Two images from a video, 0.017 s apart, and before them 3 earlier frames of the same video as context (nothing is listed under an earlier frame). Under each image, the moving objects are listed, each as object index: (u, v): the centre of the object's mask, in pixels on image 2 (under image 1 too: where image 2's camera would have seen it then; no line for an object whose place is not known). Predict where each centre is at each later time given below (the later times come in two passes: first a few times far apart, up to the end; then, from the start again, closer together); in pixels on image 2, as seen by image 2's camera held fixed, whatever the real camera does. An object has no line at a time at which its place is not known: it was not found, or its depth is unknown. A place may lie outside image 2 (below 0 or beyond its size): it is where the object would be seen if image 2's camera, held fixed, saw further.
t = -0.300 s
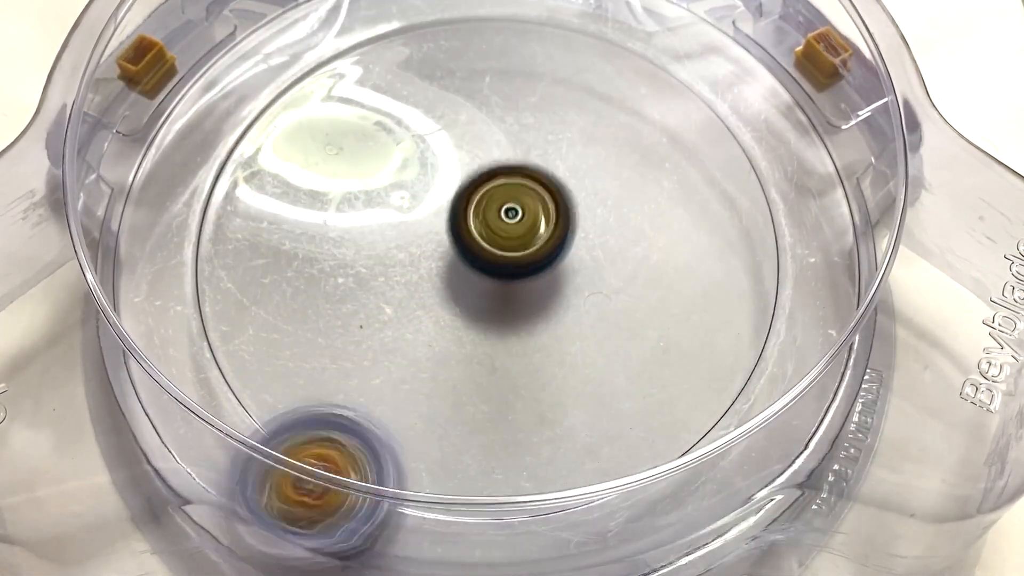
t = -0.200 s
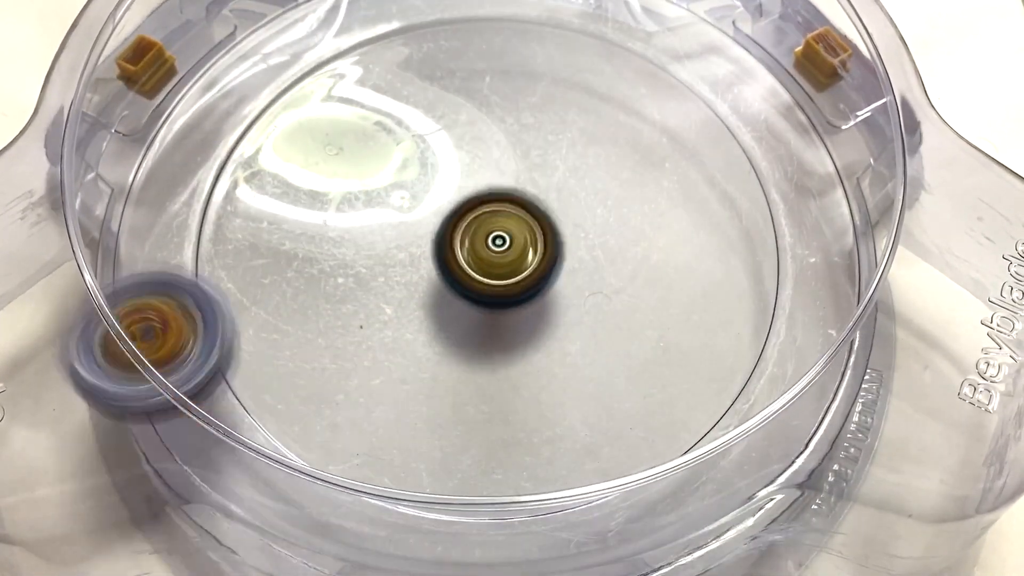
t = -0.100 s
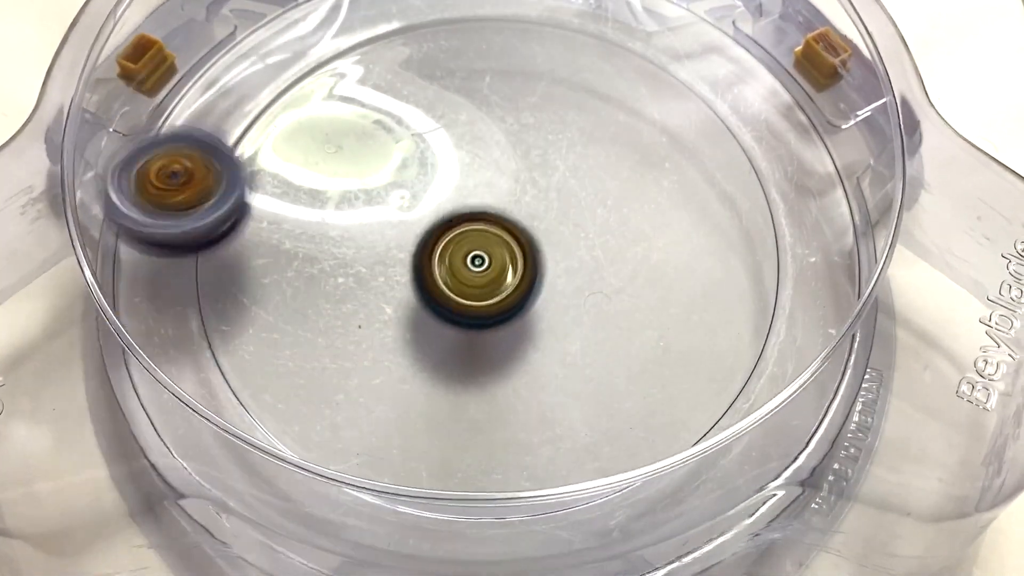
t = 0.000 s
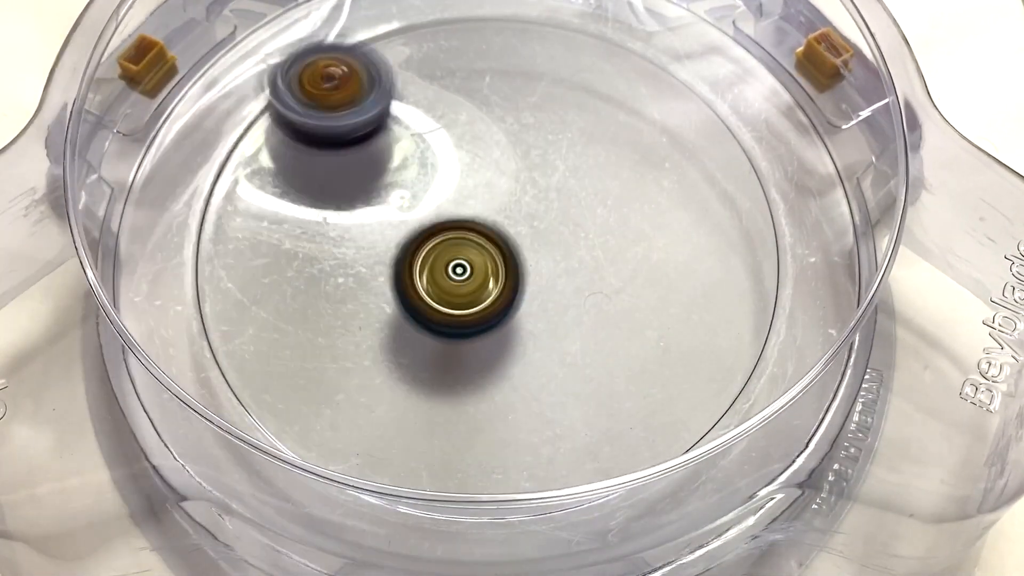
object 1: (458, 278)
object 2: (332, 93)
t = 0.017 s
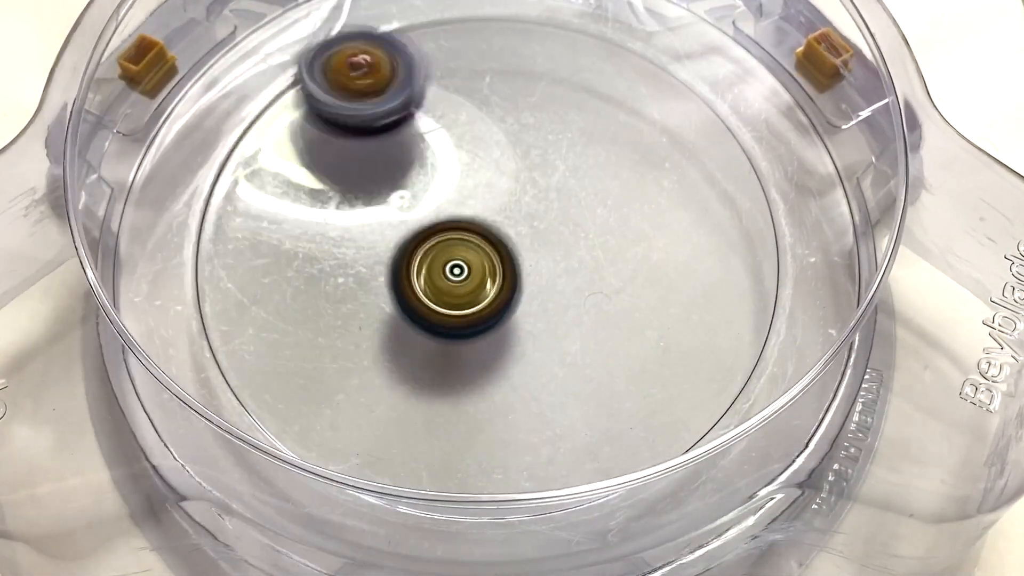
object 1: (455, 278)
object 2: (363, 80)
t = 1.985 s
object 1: (542, 239)
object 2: (778, 242)
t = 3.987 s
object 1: (466, 260)
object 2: (608, 284)
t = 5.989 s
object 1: (269, 199)
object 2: (507, 336)
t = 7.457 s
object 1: (571, 86)
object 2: (448, 203)
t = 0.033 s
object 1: (453, 279)
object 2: (390, 68)
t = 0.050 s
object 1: (450, 279)
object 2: (421, 62)
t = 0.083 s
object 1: (446, 278)
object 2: (478, 52)
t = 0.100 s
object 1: (445, 278)
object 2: (509, 49)
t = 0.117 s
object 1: (443, 277)
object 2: (538, 50)
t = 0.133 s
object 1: (442, 276)
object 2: (568, 51)
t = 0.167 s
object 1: (440, 275)
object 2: (626, 61)
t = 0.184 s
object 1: (439, 274)
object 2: (652, 68)
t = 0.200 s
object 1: (439, 273)
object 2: (681, 79)
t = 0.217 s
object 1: (439, 271)
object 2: (705, 89)
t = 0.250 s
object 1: (440, 270)
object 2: (748, 123)
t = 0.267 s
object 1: (441, 269)
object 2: (765, 147)
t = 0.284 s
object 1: (442, 267)
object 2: (778, 171)
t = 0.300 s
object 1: (443, 267)
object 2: (779, 197)
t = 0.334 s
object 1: (446, 264)
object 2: (779, 261)
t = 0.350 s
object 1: (448, 264)
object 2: (774, 294)
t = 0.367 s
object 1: (451, 263)
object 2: (760, 323)
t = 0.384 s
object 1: (453, 263)
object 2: (733, 356)
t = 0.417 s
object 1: (458, 262)
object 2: (674, 405)
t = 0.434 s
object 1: (461, 261)
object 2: (647, 435)
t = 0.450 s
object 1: (464, 262)
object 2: (606, 458)
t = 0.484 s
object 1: (470, 263)
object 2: (525, 478)
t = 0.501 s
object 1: (473, 263)
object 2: (483, 481)
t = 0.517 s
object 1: (476, 264)
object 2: (441, 478)
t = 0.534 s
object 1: (479, 265)
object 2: (402, 472)
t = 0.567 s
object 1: (485, 266)
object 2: (335, 438)
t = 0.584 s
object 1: (488, 267)
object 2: (314, 412)
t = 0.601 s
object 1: (490, 269)
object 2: (286, 395)
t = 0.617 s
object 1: (493, 270)
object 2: (263, 375)
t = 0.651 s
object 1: (498, 272)
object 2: (223, 328)
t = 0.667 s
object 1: (500, 274)
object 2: (210, 299)
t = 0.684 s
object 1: (502, 275)
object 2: (202, 269)
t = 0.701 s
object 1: (504, 276)
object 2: (195, 238)
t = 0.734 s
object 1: (507, 279)
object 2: (197, 177)
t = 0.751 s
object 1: (508, 280)
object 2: (206, 147)
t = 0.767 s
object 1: (509, 282)
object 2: (221, 119)
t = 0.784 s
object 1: (510, 283)
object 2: (241, 95)
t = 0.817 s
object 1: (512, 285)
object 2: (288, 47)
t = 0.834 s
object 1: (513, 286)
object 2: (319, 35)
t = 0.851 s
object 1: (514, 287)
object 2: (351, 27)
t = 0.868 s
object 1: (514, 288)
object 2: (384, 21)
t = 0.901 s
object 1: (515, 289)
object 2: (458, 14)
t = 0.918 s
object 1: (515, 289)
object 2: (498, 13)
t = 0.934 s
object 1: (515, 289)
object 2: (536, 15)
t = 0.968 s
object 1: (515, 289)
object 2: (611, 25)
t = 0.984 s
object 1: (515, 289)
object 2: (645, 32)
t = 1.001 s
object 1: (515, 289)
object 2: (681, 42)
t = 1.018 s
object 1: (515, 289)
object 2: (709, 63)
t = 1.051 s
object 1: (516, 288)
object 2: (755, 124)
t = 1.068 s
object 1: (516, 288)
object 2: (772, 160)
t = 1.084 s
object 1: (516, 287)
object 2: (781, 195)
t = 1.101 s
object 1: (516, 287)
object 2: (782, 232)
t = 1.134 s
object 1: (517, 286)
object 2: (760, 313)
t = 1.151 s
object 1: (517, 285)
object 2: (738, 349)
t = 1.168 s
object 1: (517, 284)
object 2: (708, 380)
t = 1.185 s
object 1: (518, 283)
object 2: (676, 403)
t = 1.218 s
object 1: (518, 282)
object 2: (608, 450)
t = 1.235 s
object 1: (519, 281)
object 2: (570, 464)
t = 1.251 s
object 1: (519, 280)
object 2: (529, 473)
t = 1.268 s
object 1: (520, 279)
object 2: (490, 476)
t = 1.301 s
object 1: (521, 277)
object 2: (420, 465)
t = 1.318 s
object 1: (522, 276)
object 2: (389, 456)
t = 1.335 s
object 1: (522, 274)
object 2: (363, 443)
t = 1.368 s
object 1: (524, 272)
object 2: (323, 405)
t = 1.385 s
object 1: (525, 270)
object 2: (305, 388)
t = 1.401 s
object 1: (526, 269)
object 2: (292, 368)
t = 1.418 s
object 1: (527, 268)
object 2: (284, 346)
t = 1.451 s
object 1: (529, 265)
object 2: (283, 299)
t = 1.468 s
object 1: (530, 264)
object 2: (287, 279)
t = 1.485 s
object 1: (531, 262)
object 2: (292, 258)
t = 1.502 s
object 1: (531, 261)
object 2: (302, 238)
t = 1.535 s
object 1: (534, 258)
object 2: (327, 199)
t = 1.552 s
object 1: (534, 257)
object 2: (343, 181)
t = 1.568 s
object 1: (536, 256)
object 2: (361, 164)
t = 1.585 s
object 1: (537, 255)
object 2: (378, 149)
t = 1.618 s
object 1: (539, 252)
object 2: (415, 123)
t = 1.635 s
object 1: (540, 251)
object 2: (434, 113)
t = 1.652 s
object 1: (541, 250)
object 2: (454, 104)
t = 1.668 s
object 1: (542, 249)
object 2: (474, 96)
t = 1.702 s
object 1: (543, 247)
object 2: (516, 86)
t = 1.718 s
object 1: (544, 246)
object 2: (537, 83)
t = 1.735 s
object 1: (545, 245)
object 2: (559, 82)
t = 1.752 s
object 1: (545, 244)
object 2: (581, 81)
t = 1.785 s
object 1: (546, 242)
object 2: (623, 84)
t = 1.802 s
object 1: (546, 242)
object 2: (644, 88)
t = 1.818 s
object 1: (546, 241)
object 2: (665, 93)
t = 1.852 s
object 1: (547, 240)
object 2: (706, 108)
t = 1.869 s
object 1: (547, 240)
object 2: (725, 117)
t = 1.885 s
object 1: (546, 240)
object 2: (741, 128)
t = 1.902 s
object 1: (546, 240)
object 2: (757, 142)
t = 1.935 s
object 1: (545, 239)
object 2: (769, 178)
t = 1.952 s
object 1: (544, 239)
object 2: (772, 200)
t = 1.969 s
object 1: (544, 239)
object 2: (776, 221)
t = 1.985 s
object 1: (542, 239)
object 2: (778, 242)
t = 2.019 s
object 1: (540, 239)
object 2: (768, 288)
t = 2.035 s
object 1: (539, 239)
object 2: (760, 310)
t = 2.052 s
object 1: (537, 239)
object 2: (748, 331)
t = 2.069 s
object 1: (536, 239)
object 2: (734, 350)
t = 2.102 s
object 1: (533, 238)
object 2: (697, 383)
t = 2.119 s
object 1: (532, 238)
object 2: (675, 396)
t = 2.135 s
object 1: (531, 237)
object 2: (652, 407)
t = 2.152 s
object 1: (530, 236)
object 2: (627, 415)
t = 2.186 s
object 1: (527, 235)
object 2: (575, 426)
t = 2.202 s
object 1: (526, 234)
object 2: (549, 428)
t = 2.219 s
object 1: (525, 233)
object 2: (521, 427)
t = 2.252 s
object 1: (522, 231)
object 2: (467, 415)
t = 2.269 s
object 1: (521, 230)
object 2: (445, 406)
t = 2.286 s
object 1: (520, 230)
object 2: (423, 392)
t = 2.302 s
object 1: (519, 228)
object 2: (405, 378)
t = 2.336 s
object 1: (518, 226)
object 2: (374, 343)
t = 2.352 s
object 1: (517, 225)
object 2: (361, 325)
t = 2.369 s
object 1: (516, 224)
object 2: (352, 306)
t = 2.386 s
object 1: (515, 223)
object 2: (345, 287)
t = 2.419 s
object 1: (514, 222)
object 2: (339, 251)
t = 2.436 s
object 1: (513, 221)
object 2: (337, 232)
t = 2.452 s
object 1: (512, 220)
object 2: (338, 212)
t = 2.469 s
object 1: (511, 219)
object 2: (342, 192)
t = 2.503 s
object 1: (510, 218)
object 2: (354, 157)
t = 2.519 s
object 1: (509, 217)
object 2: (361, 142)
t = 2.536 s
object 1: (509, 216)
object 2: (370, 126)
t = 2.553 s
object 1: (508, 216)
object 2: (381, 110)
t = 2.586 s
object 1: (506, 215)
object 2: (407, 84)
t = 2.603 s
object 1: (506, 214)
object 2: (422, 73)
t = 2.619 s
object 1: (506, 214)
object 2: (436, 62)
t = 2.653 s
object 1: (504, 214)
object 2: (469, 49)
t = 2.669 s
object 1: (503, 214)
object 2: (487, 46)
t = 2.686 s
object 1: (503, 214)
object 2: (505, 44)
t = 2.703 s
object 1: (502, 213)
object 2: (523, 43)
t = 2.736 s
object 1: (501, 213)
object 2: (559, 42)
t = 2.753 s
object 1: (501, 213)
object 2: (577, 43)
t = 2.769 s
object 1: (500, 213)
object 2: (597, 45)
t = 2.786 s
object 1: (499, 213)
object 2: (615, 49)
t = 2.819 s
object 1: (498, 212)
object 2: (649, 62)
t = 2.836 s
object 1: (497, 213)
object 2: (665, 73)
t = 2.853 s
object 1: (495, 213)
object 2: (678, 84)
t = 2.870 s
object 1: (495, 213)
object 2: (688, 96)
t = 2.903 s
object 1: (493, 213)
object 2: (708, 127)
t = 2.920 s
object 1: (492, 214)
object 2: (716, 145)
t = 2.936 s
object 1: (491, 214)
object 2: (722, 163)
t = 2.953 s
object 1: (490, 214)
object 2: (722, 183)
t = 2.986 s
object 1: (488, 214)
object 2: (715, 224)
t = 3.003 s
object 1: (488, 214)
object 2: (708, 240)
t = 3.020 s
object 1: (487, 215)
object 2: (699, 258)
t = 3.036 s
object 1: (486, 215)
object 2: (689, 278)
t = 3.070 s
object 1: (484, 216)
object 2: (659, 311)
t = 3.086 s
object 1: (483, 216)
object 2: (642, 325)
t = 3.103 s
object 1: (482, 216)
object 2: (623, 338)
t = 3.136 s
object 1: (480, 217)
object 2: (582, 354)
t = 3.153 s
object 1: (479, 217)
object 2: (560, 359)
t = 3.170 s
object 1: (478, 218)
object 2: (539, 365)
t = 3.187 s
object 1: (477, 218)
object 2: (516, 367)
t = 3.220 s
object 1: (475, 218)
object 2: (470, 363)
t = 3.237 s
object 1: (474, 218)
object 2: (448, 360)
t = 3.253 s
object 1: (474, 219)
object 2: (427, 353)
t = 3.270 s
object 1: (473, 220)
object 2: (407, 346)
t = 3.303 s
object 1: (472, 221)
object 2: (369, 326)
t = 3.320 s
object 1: (471, 222)
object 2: (352, 312)
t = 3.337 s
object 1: (470, 223)
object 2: (340, 301)
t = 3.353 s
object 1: (470, 224)
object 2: (327, 288)
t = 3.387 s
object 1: (468, 225)
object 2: (308, 258)
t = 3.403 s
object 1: (468, 226)
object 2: (301, 243)
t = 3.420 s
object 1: (467, 226)
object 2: (295, 226)
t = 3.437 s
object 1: (466, 227)
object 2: (292, 209)
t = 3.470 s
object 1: (465, 229)
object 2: (294, 177)
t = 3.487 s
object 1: (465, 229)
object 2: (298, 160)
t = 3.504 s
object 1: (465, 230)
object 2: (303, 146)
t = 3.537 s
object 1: (464, 232)
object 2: (319, 117)
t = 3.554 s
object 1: (463, 233)
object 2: (331, 104)
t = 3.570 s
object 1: (463, 234)
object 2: (345, 92)
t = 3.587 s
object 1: (463, 234)
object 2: (360, 82)
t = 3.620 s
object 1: (463, 236)
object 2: (391, 67)
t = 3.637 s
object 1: (463, 237)
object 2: (409, 63)
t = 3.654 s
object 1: (463, 238)
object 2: (425, 59)
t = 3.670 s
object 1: (463, 239)
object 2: (443, 59)
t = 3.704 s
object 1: (463, 241)
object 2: (478, 63)
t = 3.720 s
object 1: (463, 243)
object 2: (495, 66)
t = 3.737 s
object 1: (463, 244)
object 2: (514, 72)
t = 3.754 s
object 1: (463, 245)
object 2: (530, 81)
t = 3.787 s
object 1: (463, 247)
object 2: (559, 98)
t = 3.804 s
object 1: (463, 248)
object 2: (573, 110)
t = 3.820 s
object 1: (463, 249)
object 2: (587, 125)
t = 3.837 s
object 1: (463, 250)
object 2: (596, 141)
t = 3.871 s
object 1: (464, 252)
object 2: (612, 166)
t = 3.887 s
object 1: (464, 254)
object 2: (618, 184)
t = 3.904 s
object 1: (464, 255)
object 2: (622, 202)
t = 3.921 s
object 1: (465, 256)
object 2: (621, 218)
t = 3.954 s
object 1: (465, 258)
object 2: (619, 250)
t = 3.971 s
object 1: (465, 259)
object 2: (616, 268)
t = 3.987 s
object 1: (466, 260)
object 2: (608, 284)
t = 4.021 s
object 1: (457, 262)
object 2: (603, 312)
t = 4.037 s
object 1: (442, 264)
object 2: (607, 326)
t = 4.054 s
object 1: (428, 264)
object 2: (608, 335)
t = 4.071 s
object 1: (416, 264)
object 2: (609, 349)
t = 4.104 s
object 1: (397, 264)
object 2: (599, 368)
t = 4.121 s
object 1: (390, 263)
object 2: (592, 382)
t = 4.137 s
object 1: (383, 262)
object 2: (581, 394)
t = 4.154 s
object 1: (378, 261)
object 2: (568, 400)
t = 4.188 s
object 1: (371, 259)
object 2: (535, 419)
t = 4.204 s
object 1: (370, 258)
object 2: (517, 423)
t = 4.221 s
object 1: (369, 257)
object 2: (498, 427)
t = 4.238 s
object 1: (370, 257)
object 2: (478, 430)
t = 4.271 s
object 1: (372, 256)
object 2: (438, 429)
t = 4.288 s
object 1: (374, 256)
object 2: (418, 424)
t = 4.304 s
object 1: (377, 256)
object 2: (398, 419)
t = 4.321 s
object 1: (380, 256)
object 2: (381, 413)
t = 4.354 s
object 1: (388, 257)
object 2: (350, 391)
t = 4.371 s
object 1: (392, 256)
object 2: (341, 376)
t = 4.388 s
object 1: (398, 254)
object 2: (331, 366)
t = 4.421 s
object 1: (409, 234)
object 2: (312, 361)
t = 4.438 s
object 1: (415, 223)
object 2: (305, 357)
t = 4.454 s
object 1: (421, 214)
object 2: (298, 347)
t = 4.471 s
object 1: (428, 207)
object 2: (295, 337)
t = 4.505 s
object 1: (441, 198)
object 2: (294, 311)
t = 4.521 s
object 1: (447, 193)
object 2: (295, 297)
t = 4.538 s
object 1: (453, 190)
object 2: (303, 285)
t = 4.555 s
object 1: (460, 187)
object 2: (311, 275)
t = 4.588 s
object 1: (472, 186)
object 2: (333, 256)
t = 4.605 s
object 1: (478, 186)
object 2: (346, 248)
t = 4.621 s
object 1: (485, 185)
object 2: (359, 241)
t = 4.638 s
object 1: (499, 177)
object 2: (370, 239)
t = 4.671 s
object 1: (540, 151)
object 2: (376, 247)
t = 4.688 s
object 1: (561, 141)
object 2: (382, 251)
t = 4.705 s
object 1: (583, 130)
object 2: (391, 257)
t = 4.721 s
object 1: (602, 121)
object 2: (400, 260)
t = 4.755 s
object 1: (645, 110)
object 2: (425, 267)
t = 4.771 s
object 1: (665, 108)
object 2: (440, 273)
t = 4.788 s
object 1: (685, 108)
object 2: (450, 276)
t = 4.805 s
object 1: (707, 108)
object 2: (463, 283)
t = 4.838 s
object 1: (744, 118)
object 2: (483, 294)
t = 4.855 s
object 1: (746, 132)
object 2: (496, 303)
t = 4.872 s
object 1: (745, 150)
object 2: (505, 307)
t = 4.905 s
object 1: (736, 190)
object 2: (520, 323)
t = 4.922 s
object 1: (730, 207)
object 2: (530, 333)
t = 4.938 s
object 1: (723, 220)
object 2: (536, 339)
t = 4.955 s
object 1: (715, 233)
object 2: (539, 348)
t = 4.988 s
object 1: (697, 263)
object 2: (548, 364)
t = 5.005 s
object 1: (686, 276)
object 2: (553, 375)
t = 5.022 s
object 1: (675, 285)
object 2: (553, 382)
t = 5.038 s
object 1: (664, 294)
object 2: (555, 392)
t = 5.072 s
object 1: (644, 301)
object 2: (542, 415)
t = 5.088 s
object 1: (636, 300)
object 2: (535, 424)
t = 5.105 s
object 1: (629, 298)
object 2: (522, 432)
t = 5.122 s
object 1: (624, 295)
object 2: (512, 436)
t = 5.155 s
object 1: (611, 291)
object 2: (486, 442)
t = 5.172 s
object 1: (606, 289)
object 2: (473, 444)
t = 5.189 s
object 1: (600, 286)
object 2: (458, 443)
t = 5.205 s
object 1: (596, 283)
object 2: (443, 456)
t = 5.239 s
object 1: (588, 277)
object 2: (420, 438)
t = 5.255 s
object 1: (583, 274)
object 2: (410, 434)
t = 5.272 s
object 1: (580, 271)
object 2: (399, 428)
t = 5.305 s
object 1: (571, 266)
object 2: (382, 412)
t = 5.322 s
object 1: (568, 262)
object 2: (376, 402)
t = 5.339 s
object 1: (563, 259)
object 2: (371, 387)
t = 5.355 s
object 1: (560, 257)
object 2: (371, 373)
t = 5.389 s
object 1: (552, 250)
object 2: (371, 344)
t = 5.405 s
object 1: (549, 246)
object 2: (378, 330)
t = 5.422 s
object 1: (545, 245)
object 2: (382, 316)
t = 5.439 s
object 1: (542, 242)
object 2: (387, 302)
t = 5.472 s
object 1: (535, 236)
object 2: (405, 278)
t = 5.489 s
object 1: (549, 195)
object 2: (394, 301)
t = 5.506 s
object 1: (567, 150)
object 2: (378, 328)
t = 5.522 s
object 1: (580, 106)
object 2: (366, 355)
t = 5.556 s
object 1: (602, 37)
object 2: (344, 404)
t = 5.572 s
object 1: (607, 20)
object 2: (340, 417)
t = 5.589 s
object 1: (611, 7)
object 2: (326, 450)
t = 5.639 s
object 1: (570, 14)
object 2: (343, 446)
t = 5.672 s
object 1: (532, 26)
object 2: (368, 428)
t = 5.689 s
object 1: (513, 31)
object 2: (376, 426)
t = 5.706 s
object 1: (495, 40)
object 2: (386, 424)
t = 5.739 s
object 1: (460, 59)
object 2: (401, 416)
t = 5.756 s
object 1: (444, 71)
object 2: (407, 411)
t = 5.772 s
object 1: (427, 82)
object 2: (414, 403)
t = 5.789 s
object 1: (412, 95)
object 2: (419, 395)
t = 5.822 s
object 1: (383, 118)
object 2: (431, 382)
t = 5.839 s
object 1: (369, 129)
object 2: (438, 377)
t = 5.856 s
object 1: (355, 141)
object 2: (445, 372)
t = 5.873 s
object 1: (343, 151)
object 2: (453, 367)
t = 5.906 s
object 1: (320, 167)
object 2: (467, 360)
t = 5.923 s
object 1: (308, 174)
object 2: (474, 355)
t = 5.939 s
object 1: (298, 181)
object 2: (482, 352)
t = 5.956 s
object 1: (287, 187)
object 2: (491, 346)
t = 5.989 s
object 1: (269, 199)
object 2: (507, 336)
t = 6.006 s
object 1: (260, 204)
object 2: (514, 331)
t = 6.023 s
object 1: (250, 209)
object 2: (523, 328)
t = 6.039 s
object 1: (241, 214)
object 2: (533, 324)
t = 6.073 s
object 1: (224, 225)
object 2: (552, 316)
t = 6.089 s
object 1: (216, 230)
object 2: (561, 314)
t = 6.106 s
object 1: (213, 237)
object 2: (570, 309)
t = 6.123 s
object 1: (215, 244)
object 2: (579, 308)
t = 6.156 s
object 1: (229, 257)
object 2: (596, 302)
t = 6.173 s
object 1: (238, 262)
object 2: (604, 297)
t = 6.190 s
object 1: (244, 267)
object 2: (611, 295)
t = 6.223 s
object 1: (261, 281)
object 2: (625, 289)
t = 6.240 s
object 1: (269, 288)
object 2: (631, 287)
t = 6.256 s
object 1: (278, 295)
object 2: (637, 282)
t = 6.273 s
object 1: (288, 304)
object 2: (644, 281)
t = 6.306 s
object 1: (305, 321)
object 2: (655, 277)
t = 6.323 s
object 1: (313, 329)
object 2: (659, 274)
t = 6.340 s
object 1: (320, 338)
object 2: (663, 274)
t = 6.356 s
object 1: (329, 347)
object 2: (665, 272)
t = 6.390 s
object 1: (345, 367)
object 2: (668, 270)
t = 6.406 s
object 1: (353, 377)
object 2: (665, 269)
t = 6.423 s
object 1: (360, 387)
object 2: (666, 267)
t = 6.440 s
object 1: (370, 397)
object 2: (665, 266)
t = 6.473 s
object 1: (386, 414)
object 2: (661, 261)
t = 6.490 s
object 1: (395, 422)
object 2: (660, 261)
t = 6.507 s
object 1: (403, 429)
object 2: (656, 259)
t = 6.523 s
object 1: (412, 433)
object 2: (652, 258)
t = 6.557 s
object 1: (432, 441)
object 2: (640, 254)
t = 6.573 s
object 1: (442, 444)
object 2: (634, 250)
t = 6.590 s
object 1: (451, 447)
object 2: (628, 247)
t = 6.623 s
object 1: (471, 449)
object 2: (615, 238)
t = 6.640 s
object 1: (481, 450)
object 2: (610, 234)
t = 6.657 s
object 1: (493, 449)
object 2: (603, 229)
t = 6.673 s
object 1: (503, 449)
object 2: (596, 226)
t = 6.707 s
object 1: (525, 447)
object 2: (580, 215)
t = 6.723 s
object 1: (535, 445)
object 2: (574, 209)
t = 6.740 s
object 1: (545, 443)
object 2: (568, 202)
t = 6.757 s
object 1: (555, 439)
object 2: (562, 197)
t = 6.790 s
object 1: (575, 433)
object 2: (553, 185)
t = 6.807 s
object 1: (586, 428)
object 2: (548, 179)
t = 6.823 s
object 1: (596, 423)
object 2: (542, 174)
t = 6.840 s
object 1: (604, 417)
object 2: (537, 169)
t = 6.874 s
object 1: (620, 401)
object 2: (527, 157)
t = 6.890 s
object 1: (627, 393)
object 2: (522, 151)
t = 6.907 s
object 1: (633, 383)
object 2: (520, 146)
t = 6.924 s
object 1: (638, 372)
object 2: (518, 140)
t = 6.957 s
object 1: (649, 352)
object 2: (513, 130)
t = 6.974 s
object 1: (653, 342)
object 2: (509, 127)
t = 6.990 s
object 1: (656, 332)
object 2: (506, 122)
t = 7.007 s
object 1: (660, 320)
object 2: (503, 118)
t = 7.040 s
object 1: (663, 299)
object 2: (502, 110)
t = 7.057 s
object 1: (665, 287)
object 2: (502, 110)
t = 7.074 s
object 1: (666, 275)
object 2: (502, 109)
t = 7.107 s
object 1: (667, 253)
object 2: (499, 108)
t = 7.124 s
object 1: (666, 241)
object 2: (495, 107)
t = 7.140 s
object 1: (665, 231)
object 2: (495, 107)
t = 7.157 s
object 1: (664, 220)
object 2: (495, 108)
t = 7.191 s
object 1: (659, 199)
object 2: (496, 114)
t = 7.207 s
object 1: (657, 189)
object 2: (494, 119)
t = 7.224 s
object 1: (654, 178)
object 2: (493, 122)
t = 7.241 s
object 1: (650, 169)
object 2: (488, 125)
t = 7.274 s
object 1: (642, 151)
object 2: (485, 132)
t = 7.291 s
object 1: (637, 143)
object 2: (484, 139)
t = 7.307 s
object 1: (632, 135)
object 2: (483, 145)
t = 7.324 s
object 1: (626, 127)
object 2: (480, 153)
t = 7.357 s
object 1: (615, 114)
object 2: (473, 165)
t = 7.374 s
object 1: (608, 108)
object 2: (469, 170)
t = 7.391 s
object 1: (601, 103)
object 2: (465, 173)
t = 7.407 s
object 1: (594, 98)
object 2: (463, 182)
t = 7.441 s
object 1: (578, 90)
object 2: (453, 197)
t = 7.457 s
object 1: (571, 86)
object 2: (448, 203)
